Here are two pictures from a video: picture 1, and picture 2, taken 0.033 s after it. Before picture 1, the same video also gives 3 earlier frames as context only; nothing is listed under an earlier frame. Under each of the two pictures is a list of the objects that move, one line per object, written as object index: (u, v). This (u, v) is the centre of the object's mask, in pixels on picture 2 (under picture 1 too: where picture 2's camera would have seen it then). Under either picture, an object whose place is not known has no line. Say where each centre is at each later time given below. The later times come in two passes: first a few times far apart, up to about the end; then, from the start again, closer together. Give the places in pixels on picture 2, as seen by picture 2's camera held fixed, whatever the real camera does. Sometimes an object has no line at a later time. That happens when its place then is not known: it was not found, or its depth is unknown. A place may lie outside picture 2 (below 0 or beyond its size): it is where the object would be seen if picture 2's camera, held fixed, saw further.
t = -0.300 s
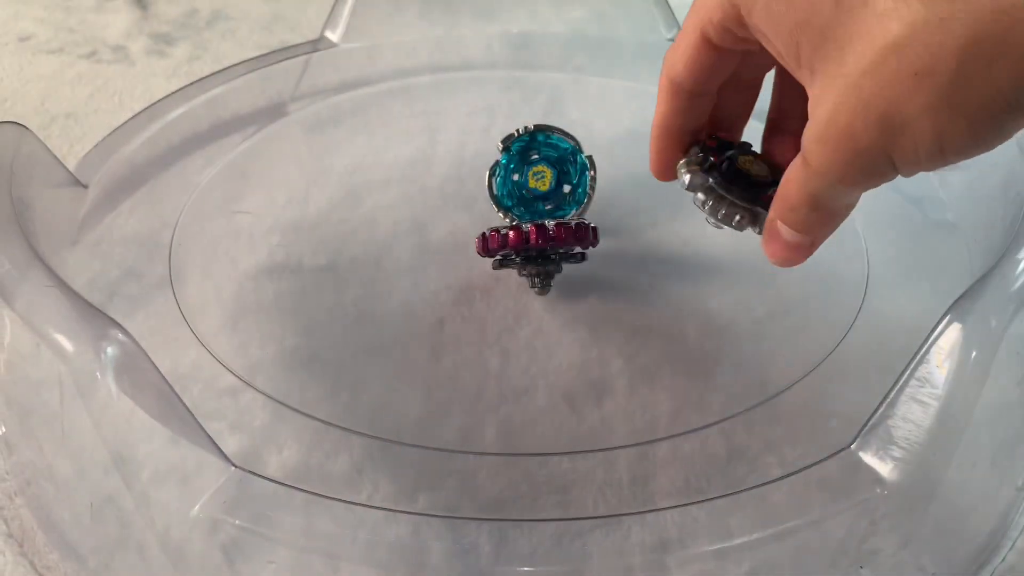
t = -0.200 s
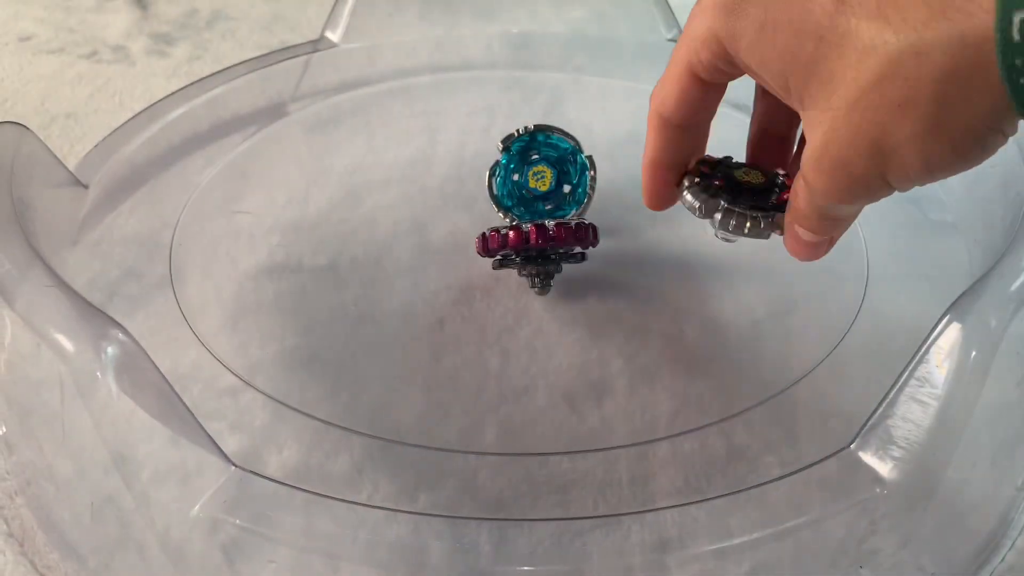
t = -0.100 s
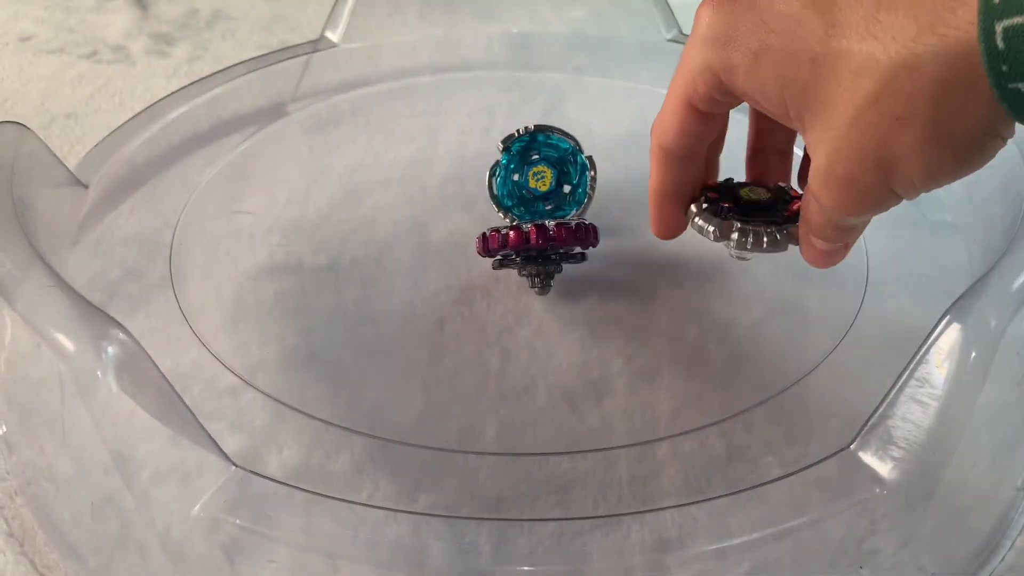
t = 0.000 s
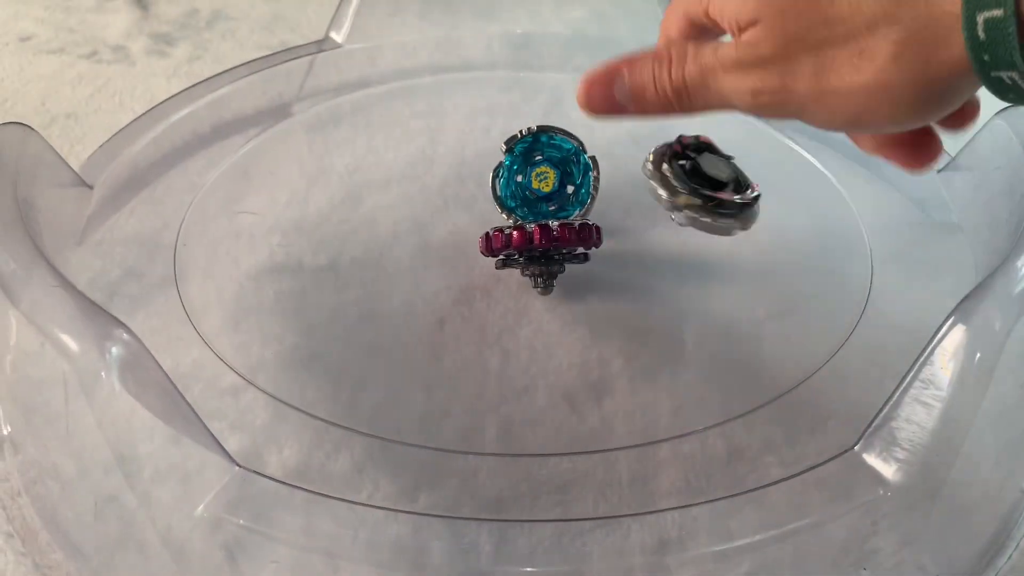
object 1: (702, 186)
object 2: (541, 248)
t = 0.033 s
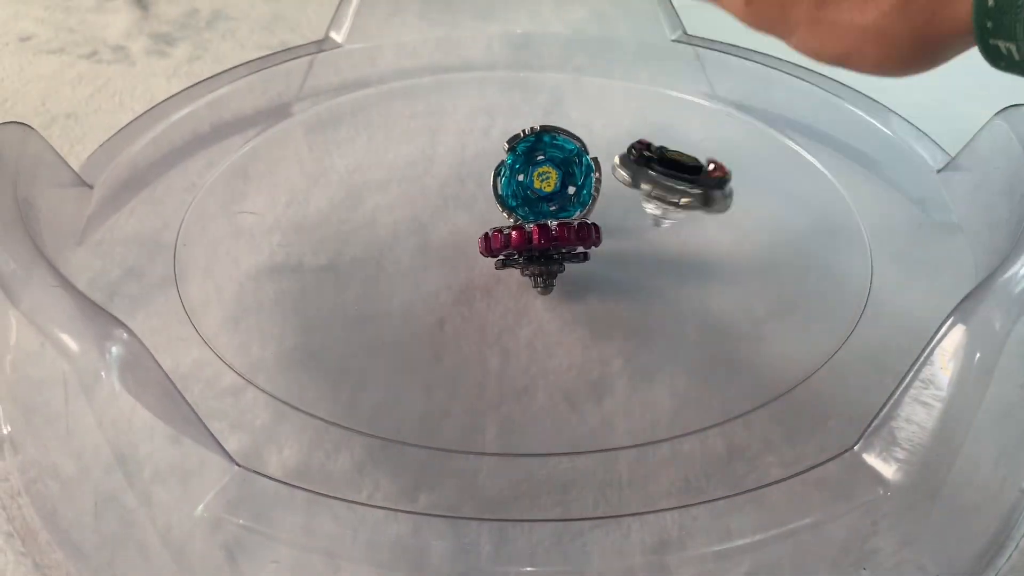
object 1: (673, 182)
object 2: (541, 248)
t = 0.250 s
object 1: (598, 222)
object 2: (446, 247)
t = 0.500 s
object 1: (561, 235)
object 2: (424, 226)
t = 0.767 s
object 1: (566, 238)
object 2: (463, 217)
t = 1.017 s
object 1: (583, 228)
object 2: (464, 222)
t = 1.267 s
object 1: (565, 238)
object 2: (463, 221)
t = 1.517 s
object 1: (559, 238)
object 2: (460, 221)
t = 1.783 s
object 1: (559, 238)
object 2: (460, 221)
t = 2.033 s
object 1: (559, 238)
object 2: (460, 221)
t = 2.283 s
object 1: (559, 238)
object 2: (460, 221)
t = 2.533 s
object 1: (559, 238)
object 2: (460, 221)
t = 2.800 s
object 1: (559, 238)
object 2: (460, 221)
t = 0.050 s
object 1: (656, 187)
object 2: (540, 248)
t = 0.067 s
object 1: (644, 201)
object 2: (540, 249)
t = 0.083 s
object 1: (640, 214)
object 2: (527, 246)
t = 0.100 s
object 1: (638, 214)
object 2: (515, 244)
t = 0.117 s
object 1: (639, 207)
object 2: (503, 246)
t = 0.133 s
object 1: (631, 204)
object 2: (493, 247)
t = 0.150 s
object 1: (626, 202)
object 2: (484, 245)
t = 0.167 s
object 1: (617, 199)
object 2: (475, 246)
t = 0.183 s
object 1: (613, 201)
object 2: (468, 246)
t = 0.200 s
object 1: (614, 211)
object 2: (462, 245)
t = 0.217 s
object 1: (608, 212)
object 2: (455, 247)
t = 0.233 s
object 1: (604, 217)
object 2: (451, 247)
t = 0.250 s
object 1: (598, 222)
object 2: (446, 247)
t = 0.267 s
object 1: (591, 220)
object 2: (444, 247)
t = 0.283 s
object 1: (590, 219)
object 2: (442, 247)
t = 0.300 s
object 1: (585, 216)
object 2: (440, 247)
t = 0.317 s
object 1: (578, 217)
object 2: (439, 248)
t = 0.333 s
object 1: (572, 216)
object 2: (438, 248)
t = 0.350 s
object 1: (566, 219)
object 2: (437, 248)
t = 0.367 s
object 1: (559, 220)
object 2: (438, 248)
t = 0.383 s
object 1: (554, 221)
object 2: (438, 248)
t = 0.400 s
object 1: (555, 225)
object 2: (439, 247)
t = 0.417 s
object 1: (552, 226)
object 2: (441, 246)
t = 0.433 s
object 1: (550, 224)
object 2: (442, 245)
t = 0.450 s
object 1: (555, 223)
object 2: (438, 238)
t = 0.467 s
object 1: (559, 228)
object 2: (433, 233)
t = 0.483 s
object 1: (559, 231)
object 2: (429, 229)
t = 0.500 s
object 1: (561, 235)
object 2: (424, 226)
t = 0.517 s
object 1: (563, 237)
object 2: (422, 225)
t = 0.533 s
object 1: (567, 238)
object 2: (422, 224)
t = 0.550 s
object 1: (568, 235)
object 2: (424, 222)
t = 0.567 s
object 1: (568, 237)
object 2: (427, 222)
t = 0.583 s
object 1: (567, 238)
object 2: (429, 223)
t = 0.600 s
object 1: (565, 239)
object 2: (434, 221)
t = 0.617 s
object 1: (565, 239)
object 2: (438, 222)
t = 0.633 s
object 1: (564, 239)
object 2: (442, 222)
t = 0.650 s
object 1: (562, 238)
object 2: (447, 222)
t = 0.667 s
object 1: (562, 240)
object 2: (452, 222)
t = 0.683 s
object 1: (559, 238)
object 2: (455, 221)
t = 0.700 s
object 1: (558, 239)
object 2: (458, 221)
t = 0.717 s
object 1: (556, 237)
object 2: (462, 219)
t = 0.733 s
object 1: (559, 236)
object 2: (463, 218)
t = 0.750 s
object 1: (563, 238)
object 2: (463, 217)
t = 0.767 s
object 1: (566, 238)
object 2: (463, 217)
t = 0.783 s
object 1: (568, 238)
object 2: (463, 218)
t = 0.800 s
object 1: (570, 237)
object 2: (463, 219)
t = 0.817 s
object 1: (572, 236)
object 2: (464, 220)
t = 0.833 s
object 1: (574, 236)
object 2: (463, 220)
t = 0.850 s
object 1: (575, 235)
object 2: (464, 221)
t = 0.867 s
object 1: (576, 234)
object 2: (464, 222)
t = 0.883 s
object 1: (578, 233)
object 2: (464, 222)
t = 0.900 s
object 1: (579, 232)
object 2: (465, 222)
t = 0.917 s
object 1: (580, 231)
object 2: (465, 222)
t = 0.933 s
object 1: (581, 231)
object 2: (465, 222)
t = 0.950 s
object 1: (582, 230)
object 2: (465, 222)
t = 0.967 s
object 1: (583, 229)
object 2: (465, 222)
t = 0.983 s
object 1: (583, 229)
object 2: (465, 222)
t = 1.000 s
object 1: (583, 228)
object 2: (465, 222)
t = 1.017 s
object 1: (583, 228)
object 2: (464, 222)
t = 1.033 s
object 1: (583, 228)
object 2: (465, 222)
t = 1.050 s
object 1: (582, 229)
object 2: (465, 222)
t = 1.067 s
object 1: (582, 230)
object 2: (465, 222)
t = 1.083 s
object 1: (581, 230)
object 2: (465, 222)
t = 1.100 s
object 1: (580, 231)
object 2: (465, 222)
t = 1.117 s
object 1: (579, 232)
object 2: (465, 222)
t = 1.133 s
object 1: (579, 232)
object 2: (465, 222)
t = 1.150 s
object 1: (577, 233)
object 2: (464, 222)
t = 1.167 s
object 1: (576, 234)
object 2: (465, 222)
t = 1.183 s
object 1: (575, 234)
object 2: (464, 222)
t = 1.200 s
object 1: (573, 235)
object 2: (464, 222)
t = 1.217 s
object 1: (571, 236)
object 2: (464, 222)
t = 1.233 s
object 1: (569, 237)
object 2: (464, 222)
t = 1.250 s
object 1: (567, 238)
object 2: (464, 222)
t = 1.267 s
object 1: (565, 238)
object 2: (463, 221)
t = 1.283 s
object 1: (563, 238)
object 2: (462, 221)
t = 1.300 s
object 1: (561, 238)
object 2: (461, 221)
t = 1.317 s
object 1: (561, 238)
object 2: (461, 221)
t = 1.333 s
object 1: (560, 238)
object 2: (460, 221)
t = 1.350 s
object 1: (560, 238)
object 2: (460, 221)
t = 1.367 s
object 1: (559, 239)
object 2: (460, 221)
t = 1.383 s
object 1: (559, 239)
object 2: (460, 221)
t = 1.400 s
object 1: (560, 238)
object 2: (460, 221)
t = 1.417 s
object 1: (560, 239)
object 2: (460, 221)
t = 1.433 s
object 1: (560, 238)
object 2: (460, 221)
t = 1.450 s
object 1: (560, 238)
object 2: (460, 221)
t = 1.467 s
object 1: (559, 238)
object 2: (460, 221)
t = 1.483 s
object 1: (559, 238)
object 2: (460, 221)
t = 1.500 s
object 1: (559, 239)
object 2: (460, 221)
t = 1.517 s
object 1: (559, 238)
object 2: (460, 221)
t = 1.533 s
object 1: (559, 238)
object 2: (460, 221)
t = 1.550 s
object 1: (559, 238)
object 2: (460, 221)
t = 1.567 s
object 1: (559, 238)
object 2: (460, 221)
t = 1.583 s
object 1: (559, 238)
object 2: (460, 221)
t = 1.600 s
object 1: (559, 239)
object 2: (460, 221)
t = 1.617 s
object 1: (559, 238)
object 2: (460, 221)
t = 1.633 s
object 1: (559, 238)
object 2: (460, 221)
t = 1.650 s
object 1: (559, 238)
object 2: (460, 221)
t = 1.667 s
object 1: (559, 238)
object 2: (460, 221)
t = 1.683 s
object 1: (559, 238)
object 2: (460, 221)
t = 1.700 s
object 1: (559, 238)
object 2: (460, 221)
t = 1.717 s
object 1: (559, 238)
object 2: (460, 221)
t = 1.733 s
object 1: (559, 238)
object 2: (460, 221)
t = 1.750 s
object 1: (559, 238)
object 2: (460, 221)
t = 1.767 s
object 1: (559, 238)
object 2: (460, 221)
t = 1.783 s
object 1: (559, 238)
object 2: (460, 221)
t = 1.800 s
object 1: (559, 238)
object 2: (460, 221)
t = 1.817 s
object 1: (559, 238)
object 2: (460, 221)
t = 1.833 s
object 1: (559, 238)
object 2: (460, 221)
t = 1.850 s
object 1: (559, 238)
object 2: (460, 221)
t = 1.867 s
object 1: (559, 238)
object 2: (460, 221)
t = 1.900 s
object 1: (559, 238)
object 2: (460, 221)
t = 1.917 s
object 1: (559, 238)
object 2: (460, 221)
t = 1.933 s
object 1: (559, 238)
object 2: (460, 221)
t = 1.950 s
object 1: (559, 238)
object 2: (460, 221)
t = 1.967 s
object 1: (559, 238)
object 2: (460, 221)
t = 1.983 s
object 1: (559, 238)
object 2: (460, 221)
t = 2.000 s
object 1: (559, 238)
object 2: (460, 221)
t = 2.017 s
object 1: (559, 238)
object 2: (460, 221)
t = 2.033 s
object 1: (559, 238)
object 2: (460, 221)
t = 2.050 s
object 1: (559, 238)
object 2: (460, 221)
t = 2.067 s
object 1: (559, 238)
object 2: (460, 221)
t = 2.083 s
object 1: (559, 238)
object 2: (460, 221)
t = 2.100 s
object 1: (559, 238)
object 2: (460, 221)
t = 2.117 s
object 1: (559, 238)
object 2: (460, 221)
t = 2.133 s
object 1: (559, 238)
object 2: (460, 221)
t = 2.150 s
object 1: (559, 238)
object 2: (460, 221)
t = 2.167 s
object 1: (559, 238)
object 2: (460, 221)
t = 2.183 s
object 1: (559, 238)
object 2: (460, 221)
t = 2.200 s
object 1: (559, 238)
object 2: (460, 221)
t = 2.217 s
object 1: (559, 238)
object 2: (460, 221)
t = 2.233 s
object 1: (559, 238)
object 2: (460, 221)
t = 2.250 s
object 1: (559, 238)
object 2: (460, 221)
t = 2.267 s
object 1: (559, 238)
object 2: (460, 221)
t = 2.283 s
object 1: (559, 238)
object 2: (460, 221)
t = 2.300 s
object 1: (559, 238)
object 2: (460, 221)
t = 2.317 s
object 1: (559, 238)
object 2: (460, 221)
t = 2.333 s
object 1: (559, 238)
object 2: (460, 221)
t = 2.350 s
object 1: (559, 238)
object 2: (460, 221)
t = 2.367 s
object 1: (559, 238)
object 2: (460, 221)
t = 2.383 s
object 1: (559, 238)
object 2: (460, 221)
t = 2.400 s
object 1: (559, 238)
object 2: (460, 221)
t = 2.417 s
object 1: (559, 238)
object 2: (460, 221)
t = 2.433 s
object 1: (559, 238)
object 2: (460, 221)
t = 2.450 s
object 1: (559, 238)
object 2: (460, 221)
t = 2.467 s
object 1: (559, 238)
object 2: (460, 221)
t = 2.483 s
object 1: (559, 238)
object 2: (460, 221)
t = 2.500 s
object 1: (559, 238)
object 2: (460, 221)
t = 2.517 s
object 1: (559, 238)
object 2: (460, 221)
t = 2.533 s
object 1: (559, 238)
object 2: (460, 221)
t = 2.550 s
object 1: (559, 238)
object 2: (460, 221)
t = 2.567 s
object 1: (559, 238)
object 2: (460, 221)
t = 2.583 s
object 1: (559, 238)
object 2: (460, 221)
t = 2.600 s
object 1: (559, 238)
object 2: (460, 221)
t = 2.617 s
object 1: (559, 238)
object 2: (460, 221)
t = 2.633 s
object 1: (559, 238)
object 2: (460, 221)
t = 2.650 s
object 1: (559, 238)
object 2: (460, 221)
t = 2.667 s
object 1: (559, 238)
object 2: (460, 221)
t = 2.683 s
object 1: (559, 238)
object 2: (460, 221)
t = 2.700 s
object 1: (559, 238)
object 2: (460, 221)
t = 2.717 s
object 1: (559, 238)
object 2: (460, 221)
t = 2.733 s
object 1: (559, 238)
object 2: (460, 221)
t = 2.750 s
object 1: (559, 238)
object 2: (460, 221)
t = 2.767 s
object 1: (559, 238)
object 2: (460, 221)
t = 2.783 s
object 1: (559, 238)
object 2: (460, 221)
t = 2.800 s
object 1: (559, 238)
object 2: (460, 221)
